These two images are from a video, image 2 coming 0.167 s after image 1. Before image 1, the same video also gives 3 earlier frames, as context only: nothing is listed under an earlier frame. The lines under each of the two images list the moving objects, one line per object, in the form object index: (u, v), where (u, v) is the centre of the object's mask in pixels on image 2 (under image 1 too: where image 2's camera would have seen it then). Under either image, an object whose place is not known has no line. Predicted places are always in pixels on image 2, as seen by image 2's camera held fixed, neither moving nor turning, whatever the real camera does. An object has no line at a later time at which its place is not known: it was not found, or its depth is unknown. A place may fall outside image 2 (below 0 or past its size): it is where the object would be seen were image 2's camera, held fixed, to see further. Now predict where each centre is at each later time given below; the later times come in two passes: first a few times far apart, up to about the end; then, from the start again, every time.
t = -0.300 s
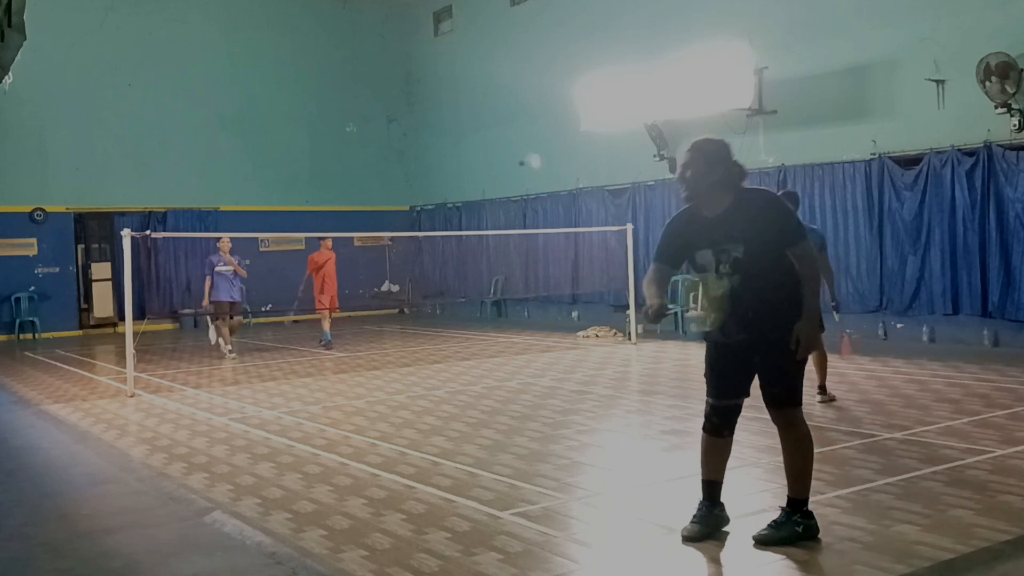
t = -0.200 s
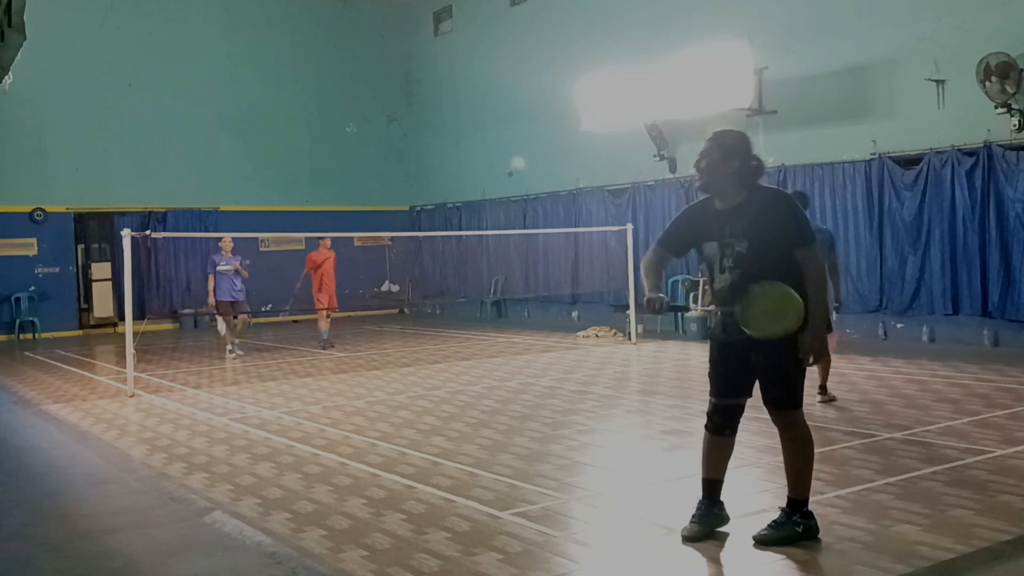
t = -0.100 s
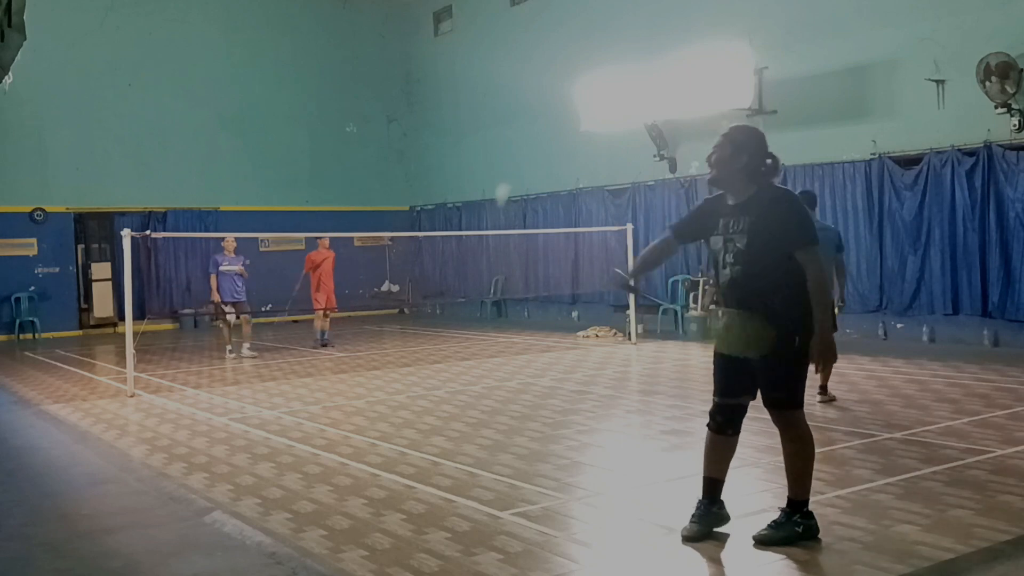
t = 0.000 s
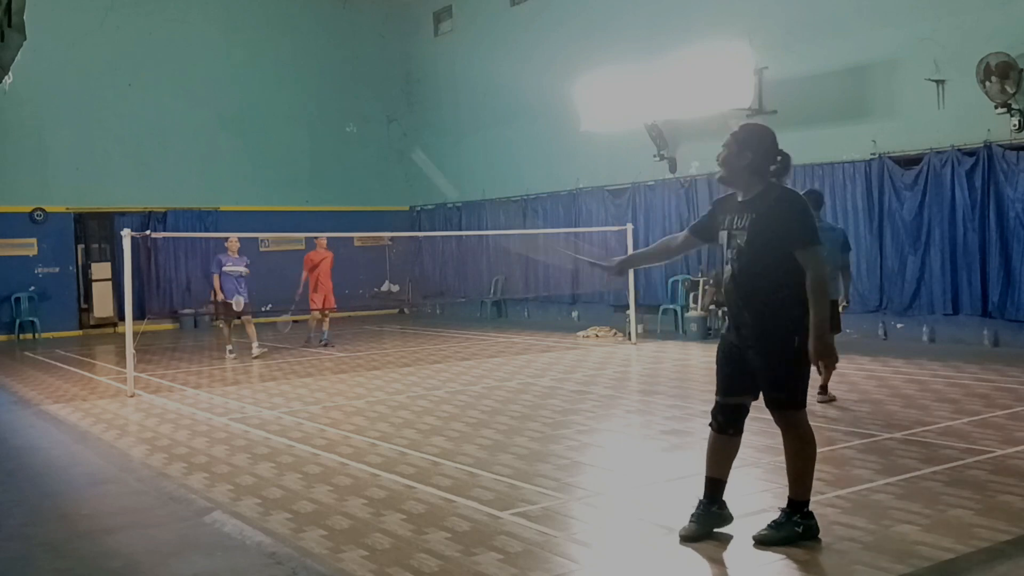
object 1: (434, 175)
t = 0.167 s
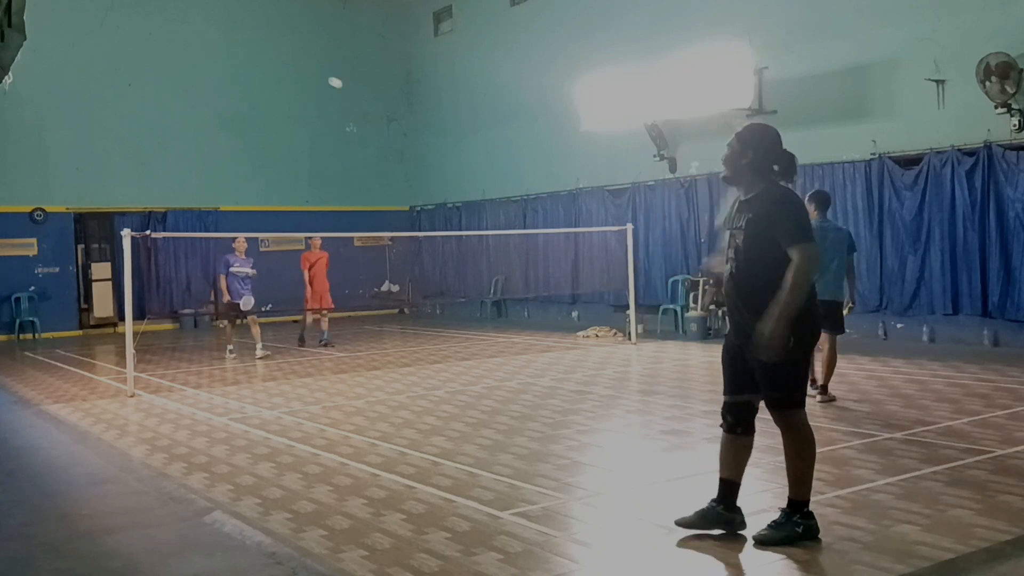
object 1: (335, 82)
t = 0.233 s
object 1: (321, 77)
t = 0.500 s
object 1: (294, 98)
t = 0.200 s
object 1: (327, 79)
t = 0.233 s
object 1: (321, 77)
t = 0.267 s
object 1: (315, 77)
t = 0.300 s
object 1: (310, 77)
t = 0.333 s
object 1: (306, 79)
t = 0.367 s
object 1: (303, 81)
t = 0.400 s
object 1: (300, 84)
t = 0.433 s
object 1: (298, 88)
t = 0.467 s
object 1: (296, 93)
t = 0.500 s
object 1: (294, 98)
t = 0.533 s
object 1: (292, 104)
